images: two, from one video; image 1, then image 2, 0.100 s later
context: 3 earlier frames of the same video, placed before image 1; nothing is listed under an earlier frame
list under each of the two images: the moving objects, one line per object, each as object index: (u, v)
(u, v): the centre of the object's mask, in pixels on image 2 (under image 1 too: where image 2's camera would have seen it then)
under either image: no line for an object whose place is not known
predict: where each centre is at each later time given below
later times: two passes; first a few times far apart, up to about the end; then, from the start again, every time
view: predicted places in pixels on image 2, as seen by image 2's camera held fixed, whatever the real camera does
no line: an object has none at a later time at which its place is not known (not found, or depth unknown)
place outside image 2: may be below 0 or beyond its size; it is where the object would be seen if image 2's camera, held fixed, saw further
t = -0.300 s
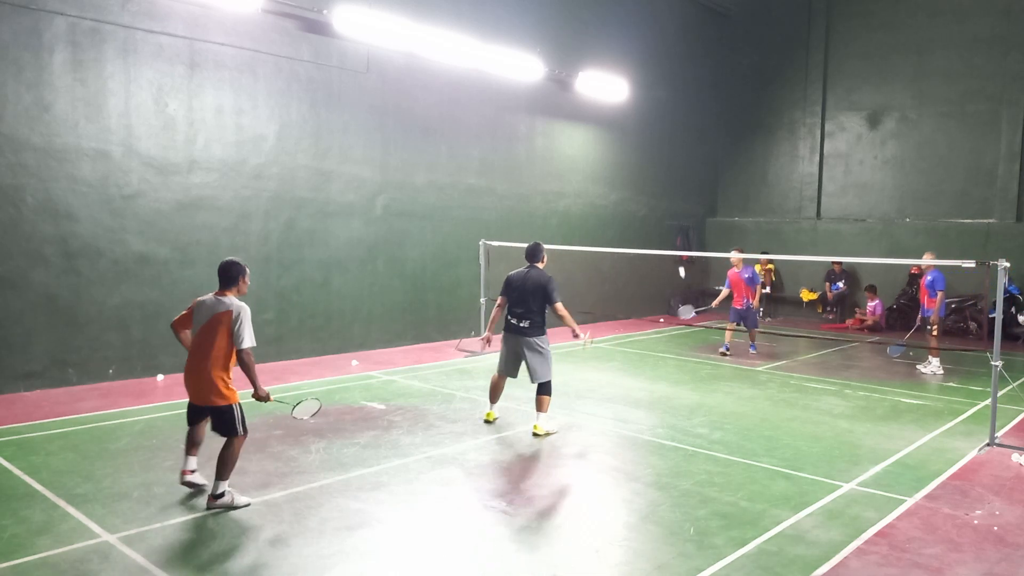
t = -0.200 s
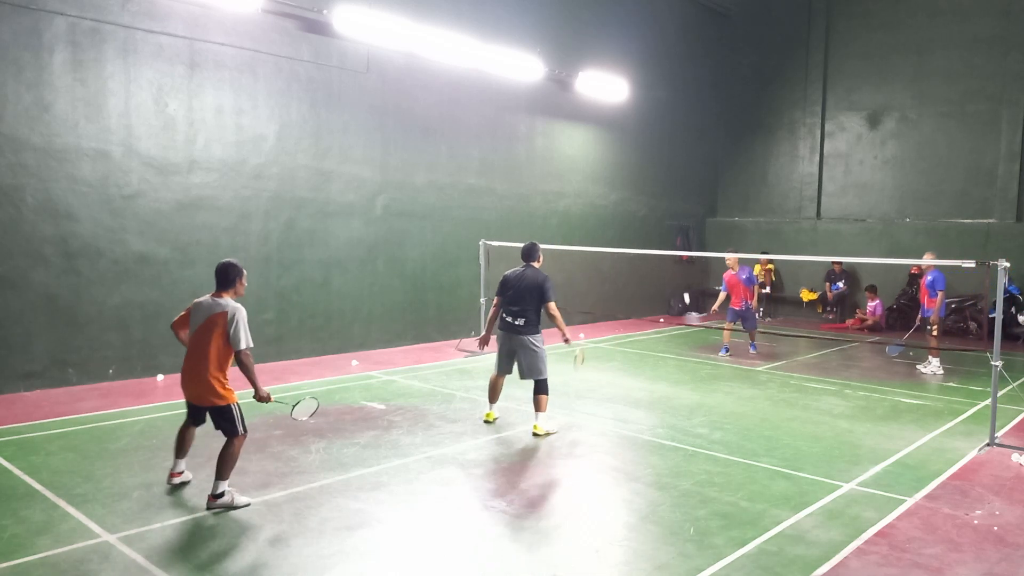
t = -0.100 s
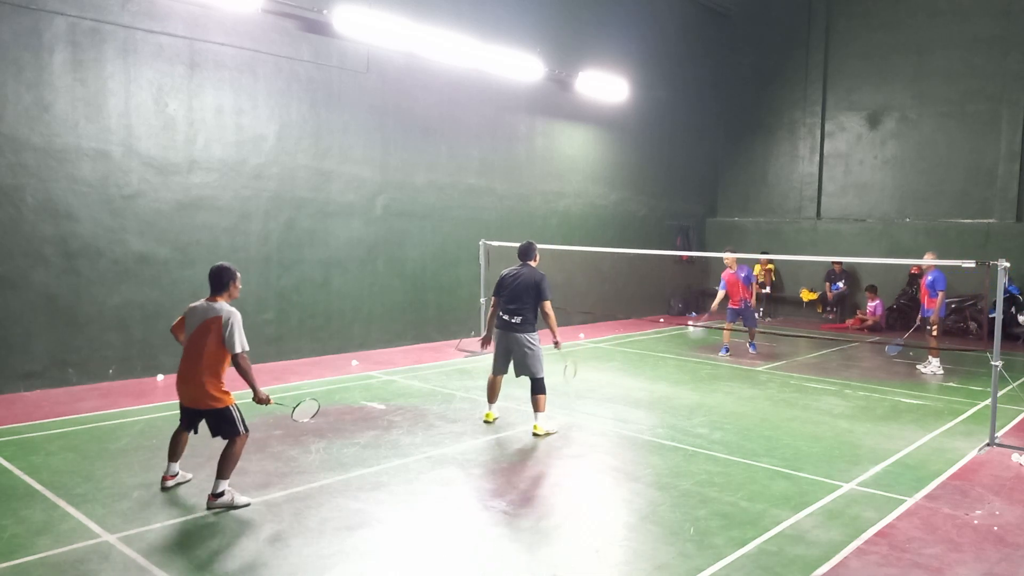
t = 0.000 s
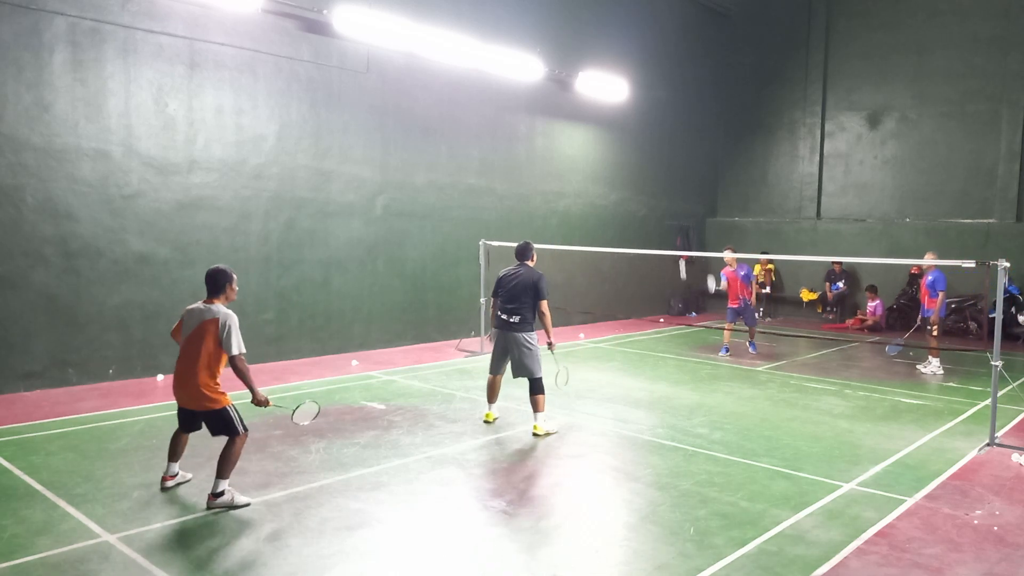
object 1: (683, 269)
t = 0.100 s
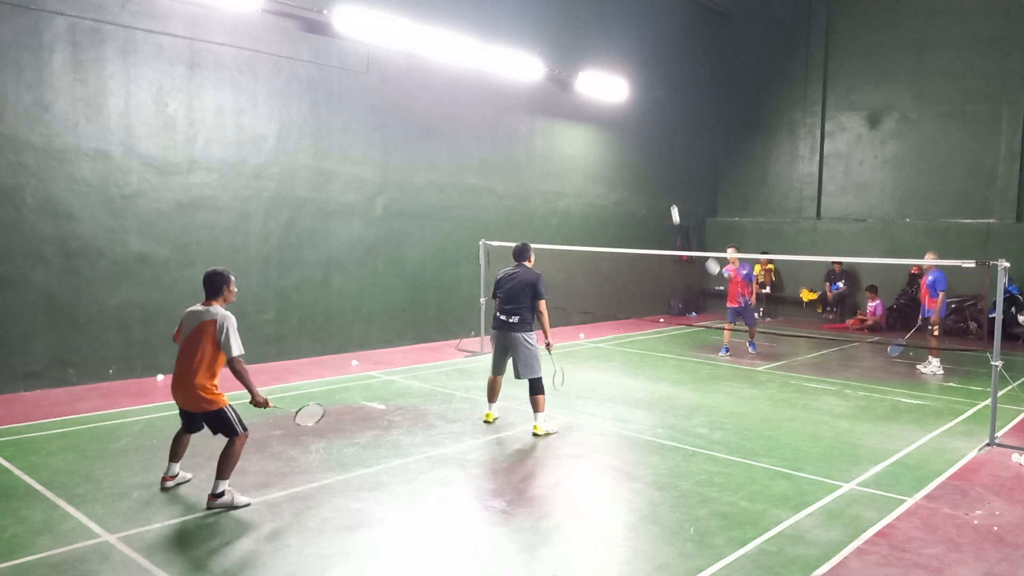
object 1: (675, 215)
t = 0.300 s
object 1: (659, 139)
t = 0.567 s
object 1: (631, 109)
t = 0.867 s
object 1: (577, 205)
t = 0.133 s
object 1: (673, 199)
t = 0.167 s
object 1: (671, 185)
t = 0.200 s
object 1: (668, 171)
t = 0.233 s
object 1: (665, 159)
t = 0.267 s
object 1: (662, 149)
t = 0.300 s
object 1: (659, 139)
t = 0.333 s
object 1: (656, 131)
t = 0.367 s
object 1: (653, 124)
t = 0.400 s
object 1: (650, 118)
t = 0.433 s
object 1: (647, 113)
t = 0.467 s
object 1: (643, 110)
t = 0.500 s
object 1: (639, 108)
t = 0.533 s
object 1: (635, 107)
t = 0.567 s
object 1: (631, 109)
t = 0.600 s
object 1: (626, 111)
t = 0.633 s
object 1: (621, 116)
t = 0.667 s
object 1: (616, 122)
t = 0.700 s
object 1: (610, 130)
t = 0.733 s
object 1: (604, 141)
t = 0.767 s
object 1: (598, 153)
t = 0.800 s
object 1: (592, 168)
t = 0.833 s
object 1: (585, 185)
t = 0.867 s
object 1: (577, 205)
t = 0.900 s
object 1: (570, 226)
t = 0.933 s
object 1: (563, 250)
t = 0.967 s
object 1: (556, 277)
